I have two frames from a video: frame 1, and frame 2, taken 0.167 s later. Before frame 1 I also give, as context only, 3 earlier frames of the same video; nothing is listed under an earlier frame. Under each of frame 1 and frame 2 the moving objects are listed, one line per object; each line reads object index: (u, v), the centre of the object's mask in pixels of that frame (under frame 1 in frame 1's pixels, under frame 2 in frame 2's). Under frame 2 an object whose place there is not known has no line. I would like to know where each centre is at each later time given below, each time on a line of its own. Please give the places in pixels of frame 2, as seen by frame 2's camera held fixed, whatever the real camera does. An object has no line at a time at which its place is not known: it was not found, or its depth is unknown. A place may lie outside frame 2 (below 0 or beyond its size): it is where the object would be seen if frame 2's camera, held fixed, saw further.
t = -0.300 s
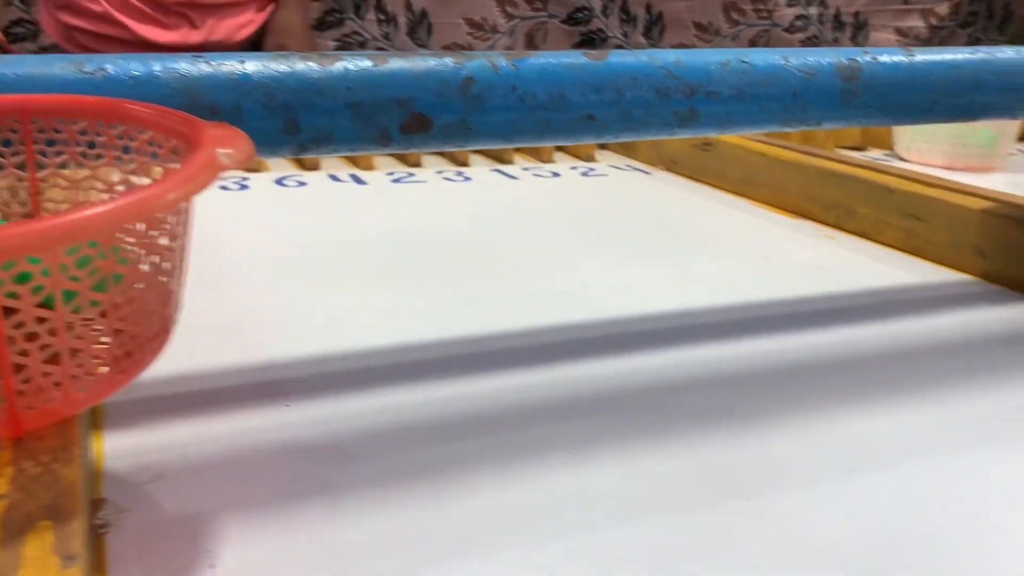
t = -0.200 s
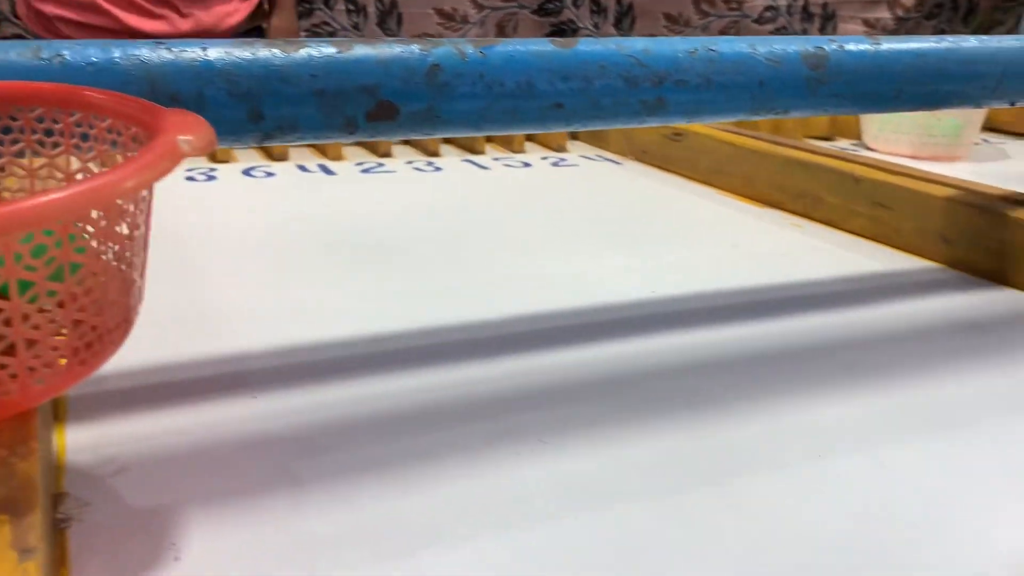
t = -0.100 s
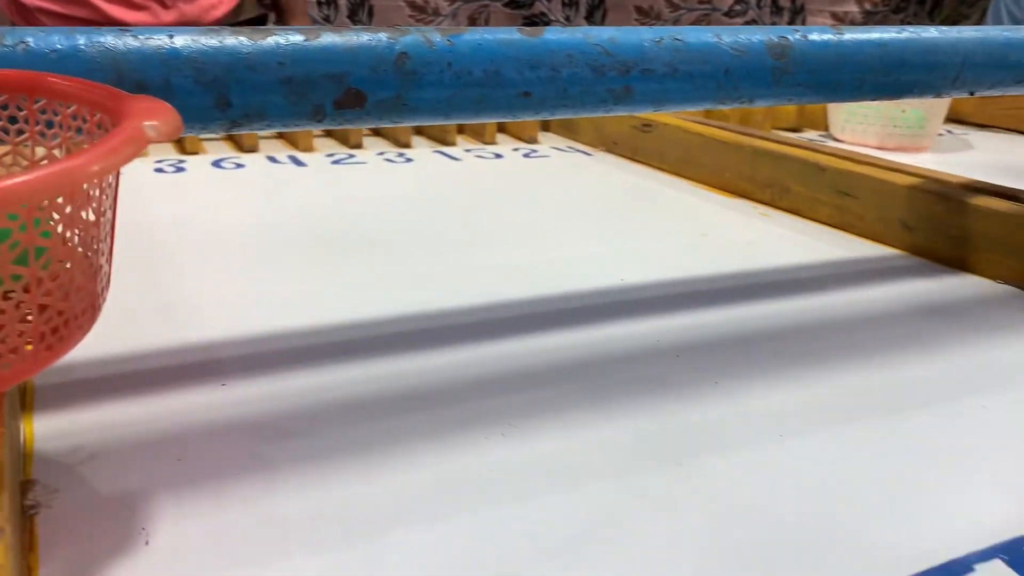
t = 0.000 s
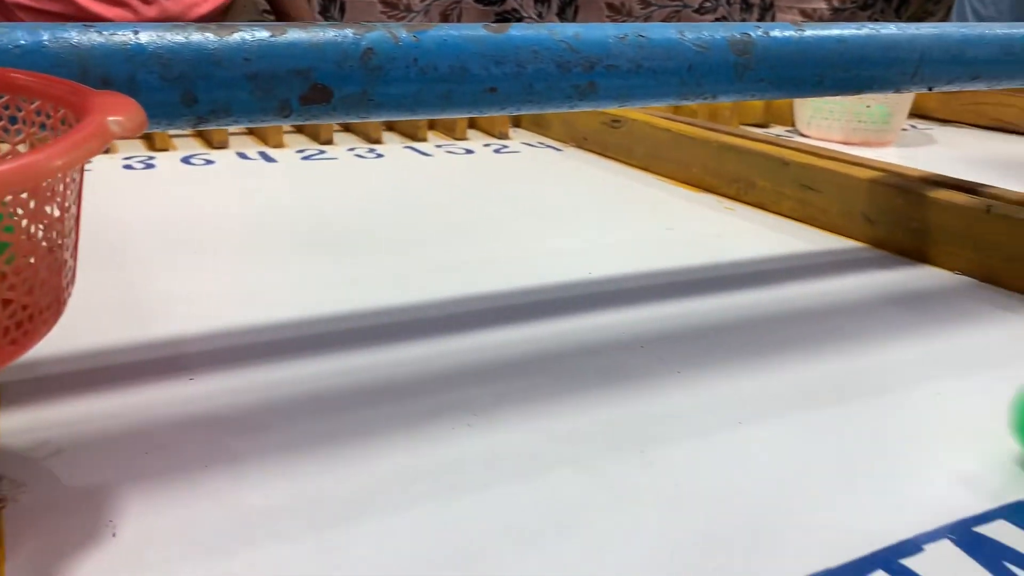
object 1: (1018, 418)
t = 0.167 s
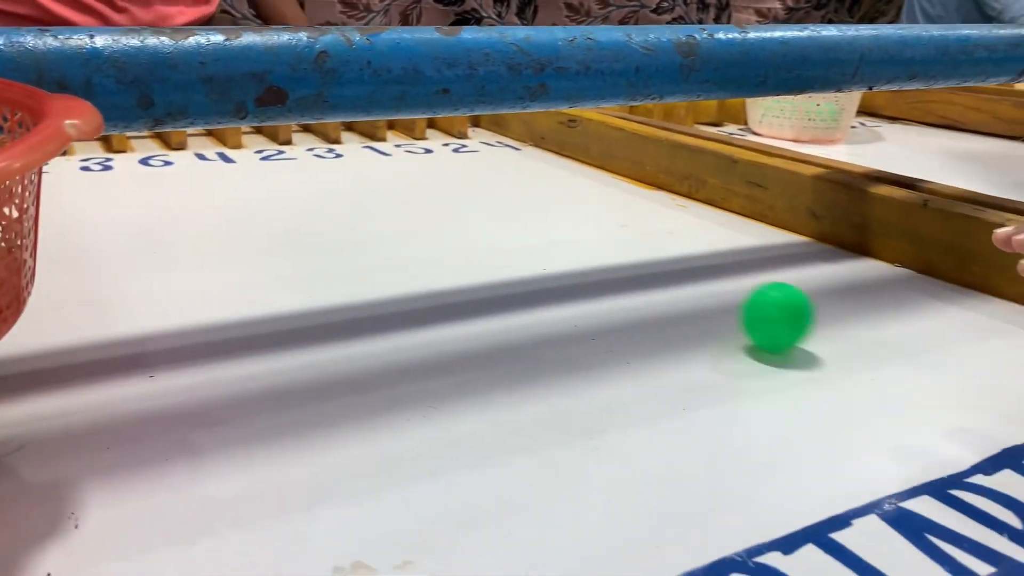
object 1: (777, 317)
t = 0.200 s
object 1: (742, 299)
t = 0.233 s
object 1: (704, 284)
